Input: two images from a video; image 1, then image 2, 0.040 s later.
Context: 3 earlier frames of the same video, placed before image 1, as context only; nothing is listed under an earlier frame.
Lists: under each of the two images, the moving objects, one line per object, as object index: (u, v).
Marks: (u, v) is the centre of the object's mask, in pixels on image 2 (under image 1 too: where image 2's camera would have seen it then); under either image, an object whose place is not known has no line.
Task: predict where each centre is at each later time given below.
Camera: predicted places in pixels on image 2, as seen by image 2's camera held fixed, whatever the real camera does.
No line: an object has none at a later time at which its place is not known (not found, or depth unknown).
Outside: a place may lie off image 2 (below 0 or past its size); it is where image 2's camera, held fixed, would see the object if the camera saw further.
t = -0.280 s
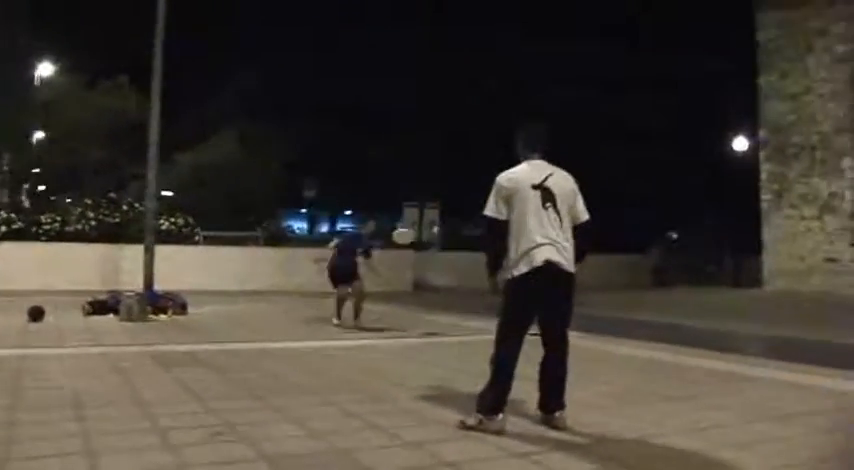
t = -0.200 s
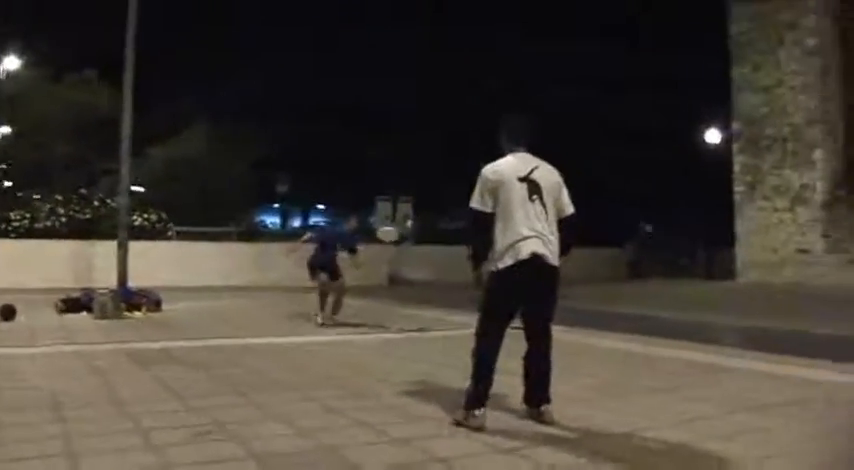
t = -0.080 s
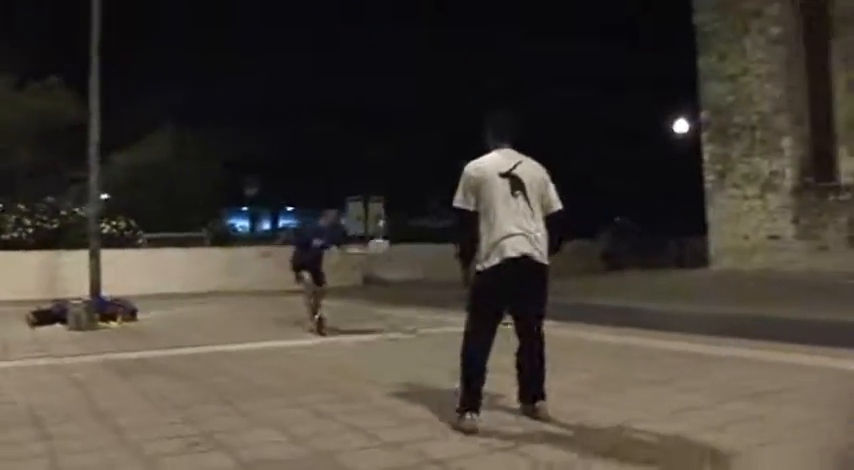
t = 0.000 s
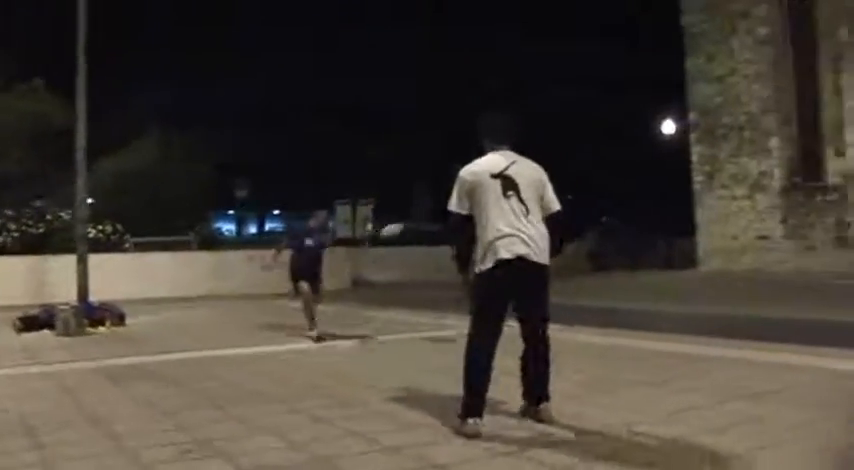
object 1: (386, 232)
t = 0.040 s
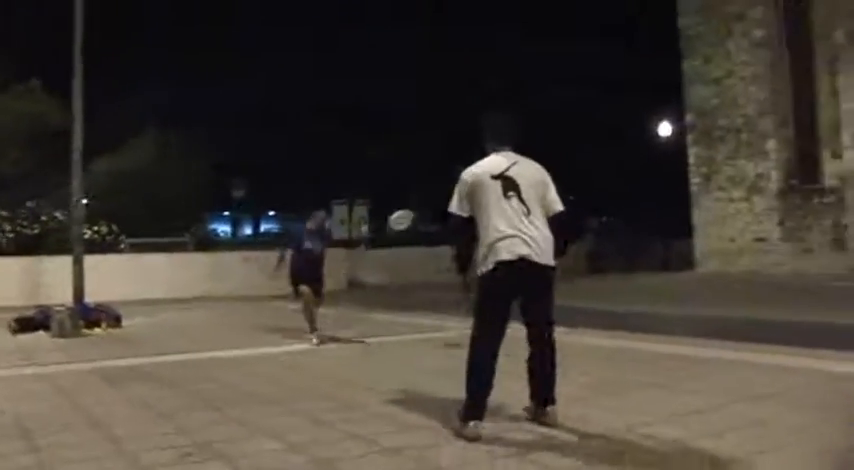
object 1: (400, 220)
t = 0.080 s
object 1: (413, 208)
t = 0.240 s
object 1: (469, 151)
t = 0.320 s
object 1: (497, 122)
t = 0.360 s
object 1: (511, 107)
